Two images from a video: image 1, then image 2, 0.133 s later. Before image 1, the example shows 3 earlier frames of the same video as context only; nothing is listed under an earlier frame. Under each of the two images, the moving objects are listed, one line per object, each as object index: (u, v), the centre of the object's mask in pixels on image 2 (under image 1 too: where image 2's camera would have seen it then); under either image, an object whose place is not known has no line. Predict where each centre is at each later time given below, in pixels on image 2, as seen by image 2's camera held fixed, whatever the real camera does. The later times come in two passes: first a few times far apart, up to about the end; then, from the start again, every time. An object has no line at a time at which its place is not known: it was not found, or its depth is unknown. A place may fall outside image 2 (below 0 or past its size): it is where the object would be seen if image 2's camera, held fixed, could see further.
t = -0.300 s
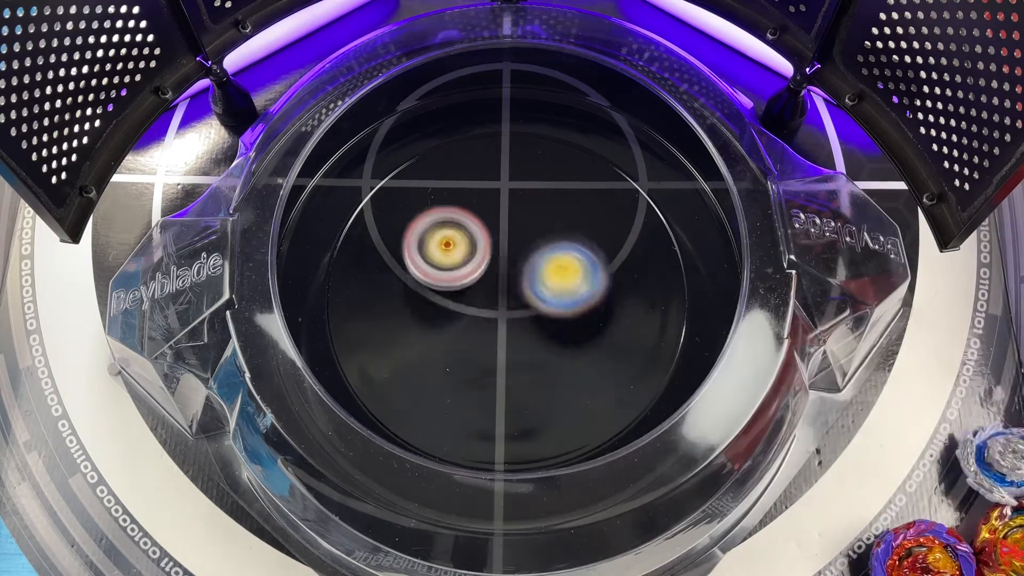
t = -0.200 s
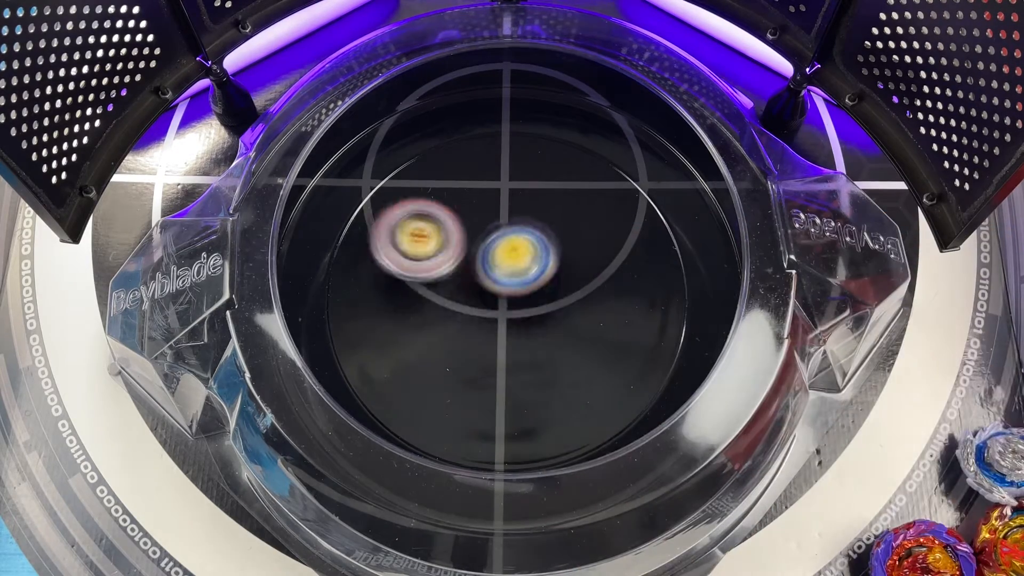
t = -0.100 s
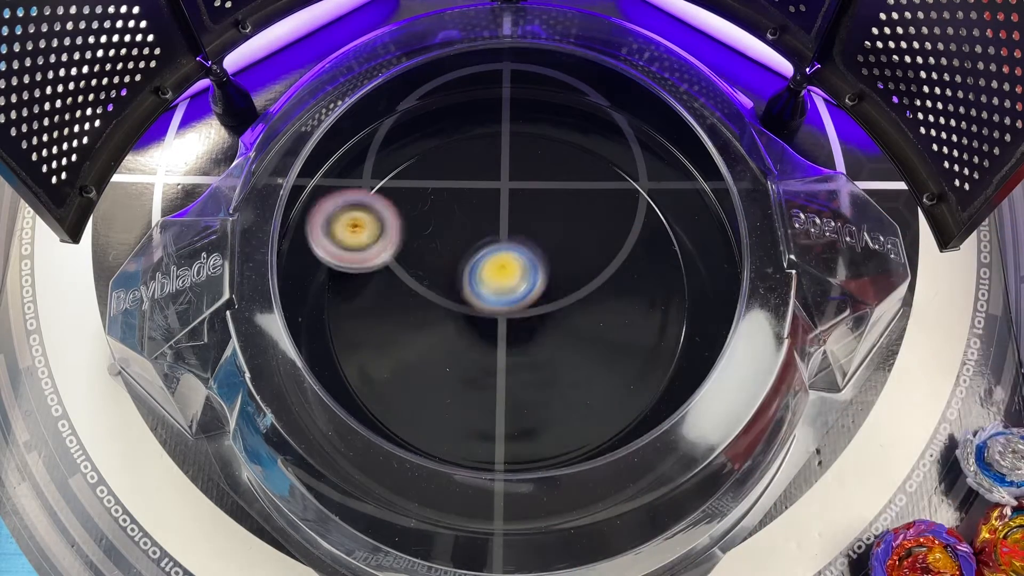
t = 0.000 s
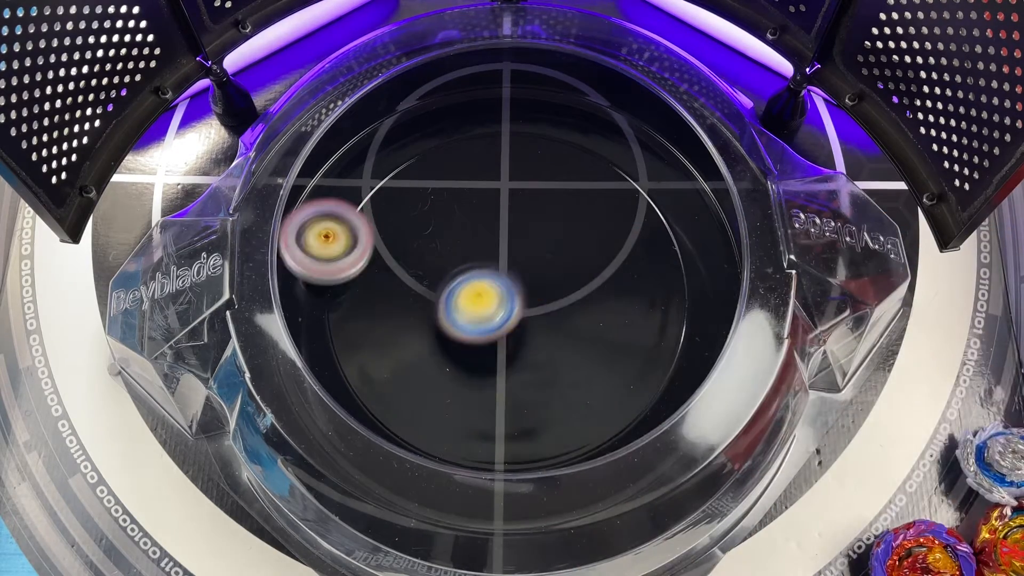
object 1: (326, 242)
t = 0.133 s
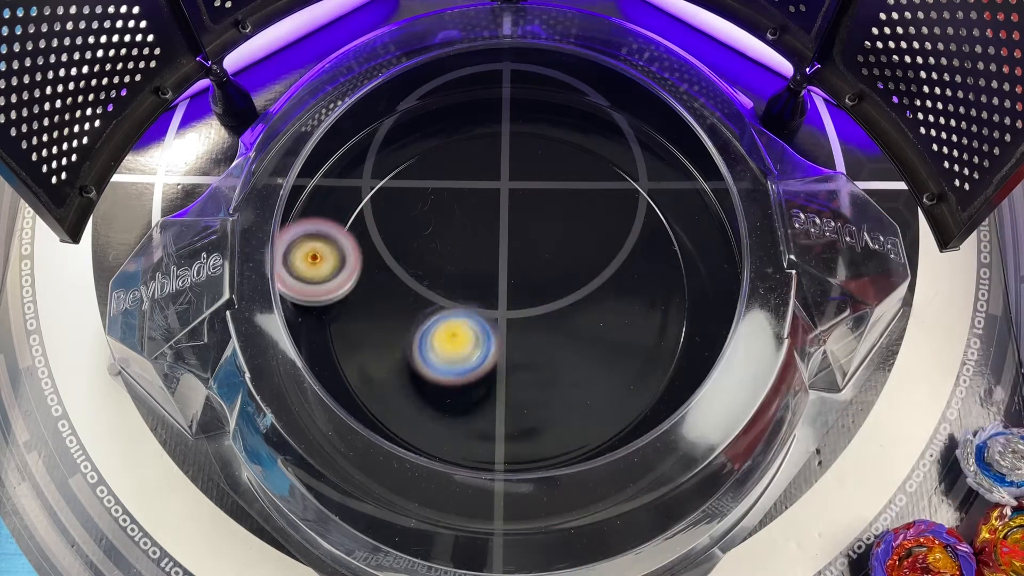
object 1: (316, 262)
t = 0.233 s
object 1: (311, 273)
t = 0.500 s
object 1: (338, 294)
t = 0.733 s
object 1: (348, 309)
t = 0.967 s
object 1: (297, 306)
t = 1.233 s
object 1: (237, 319)
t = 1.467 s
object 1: (424, 329)
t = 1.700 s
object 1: (631, 242)
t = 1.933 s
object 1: (478, 237)
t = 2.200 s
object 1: (292, 312)
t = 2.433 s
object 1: (328, 351)
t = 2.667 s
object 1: (453, 324)
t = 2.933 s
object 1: (589, 195)
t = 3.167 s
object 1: (518, 152)
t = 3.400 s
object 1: (382, 240)
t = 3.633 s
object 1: (367, 333)
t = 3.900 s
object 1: (478, 302)
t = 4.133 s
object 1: (481, 176)
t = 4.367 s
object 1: (443, 183)
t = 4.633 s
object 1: (454, 275)
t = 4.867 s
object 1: (527, 282)
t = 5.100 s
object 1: (624, 258)
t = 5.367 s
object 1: (589, 195)
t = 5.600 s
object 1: (497, 242)
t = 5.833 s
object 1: (486, 286)
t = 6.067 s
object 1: (508, 273)
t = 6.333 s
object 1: (519, 265)
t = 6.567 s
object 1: (527, 267)
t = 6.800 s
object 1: (531, 264)
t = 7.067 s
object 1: (511, 269)
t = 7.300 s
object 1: (505, 269)
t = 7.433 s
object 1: (502, 272)
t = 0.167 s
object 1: (313, 266)
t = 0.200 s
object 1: (311, 270)
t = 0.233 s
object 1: (311, 273)
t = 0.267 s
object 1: (311, 276)
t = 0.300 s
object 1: (312, 279)
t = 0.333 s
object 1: (314, 282)
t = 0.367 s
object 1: (318, 285)
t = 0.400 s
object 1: (321, 287)
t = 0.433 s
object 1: (324, 289)
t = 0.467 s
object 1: (328, 292)
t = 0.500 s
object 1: (338, 294)
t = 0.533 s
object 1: (353, 298)
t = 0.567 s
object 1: (373, 301)
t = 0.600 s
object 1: (395, 303)
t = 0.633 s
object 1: (420, 304)
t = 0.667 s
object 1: (428, 306)
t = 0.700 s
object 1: (387, 308)
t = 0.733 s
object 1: (348, 309)
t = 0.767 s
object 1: (323, 308)
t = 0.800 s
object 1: (288, 312)
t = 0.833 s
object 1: (274, 310)
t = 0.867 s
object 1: (272, 308)
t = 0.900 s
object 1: (273, 310)
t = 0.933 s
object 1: (283, 307)
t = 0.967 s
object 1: (297, 306)
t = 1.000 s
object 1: (317, 302)
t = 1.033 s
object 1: (324, 299)
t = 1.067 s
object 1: (337, 297)
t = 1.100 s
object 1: (335, 295)
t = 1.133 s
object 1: (282, 300)
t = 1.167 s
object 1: (224, 313)
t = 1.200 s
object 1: (215, 314)
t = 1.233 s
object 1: (237, 319)
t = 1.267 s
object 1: (263, 322)
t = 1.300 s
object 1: (284, 323)
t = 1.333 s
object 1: (311, 327)
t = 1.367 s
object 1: (335, 327)
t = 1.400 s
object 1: (360, 331)
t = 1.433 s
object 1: (391, 331)
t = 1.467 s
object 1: (424, 329)
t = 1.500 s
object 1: (458, 325)
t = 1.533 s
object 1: (495, 317)
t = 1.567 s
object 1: (531, 306)
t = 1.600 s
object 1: (563, 292)
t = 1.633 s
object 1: (591, 275)
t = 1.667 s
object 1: (615, 258)
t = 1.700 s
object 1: (631, 242)
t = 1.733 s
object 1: (628, 233)
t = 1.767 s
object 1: (613, 230)
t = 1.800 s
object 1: (593, 228)
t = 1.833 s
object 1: (569, 228)
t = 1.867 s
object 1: (541, 229)
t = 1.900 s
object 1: (511, 232)
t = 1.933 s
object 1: (478, 237)
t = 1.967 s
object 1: (445, 243)
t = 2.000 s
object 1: (414, 250)
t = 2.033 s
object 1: (386, 259)
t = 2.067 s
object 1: (359, 269)
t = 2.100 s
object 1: (337, 279)
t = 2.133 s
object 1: (322, 290)
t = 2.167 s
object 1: (306, 301)
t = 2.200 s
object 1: (292, 312)
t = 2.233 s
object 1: (280, 323)
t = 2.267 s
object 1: (279, 328)
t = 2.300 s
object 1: (282, 336)
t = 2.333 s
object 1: (291, 342)
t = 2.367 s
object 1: (302, 345)
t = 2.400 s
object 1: (314, 349)
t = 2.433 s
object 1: (328, 351)
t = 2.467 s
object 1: (342, 351)
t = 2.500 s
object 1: (353, 353)
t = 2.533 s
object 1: (369, 353)
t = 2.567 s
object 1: (387, 350)
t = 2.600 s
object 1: (409, 345)
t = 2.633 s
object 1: (430, 335)
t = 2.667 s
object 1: (453, 324)
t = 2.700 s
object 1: (476, 310)
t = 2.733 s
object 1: (500, 294)
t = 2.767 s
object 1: (524, 277)
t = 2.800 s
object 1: (545, 259)
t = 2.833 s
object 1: (562, 239)
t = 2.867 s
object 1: (576, 223)
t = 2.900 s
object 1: (584, 208)
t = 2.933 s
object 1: (589, 195)
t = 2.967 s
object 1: (589, 185)
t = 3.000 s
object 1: (586, 179)
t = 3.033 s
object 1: (579, 171)
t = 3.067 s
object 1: (568, 161)
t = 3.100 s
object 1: (554, 154)
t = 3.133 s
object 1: (537, 151)
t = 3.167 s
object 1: (518, 152)
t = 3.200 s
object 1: (498, 156)
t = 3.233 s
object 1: (476, 165)
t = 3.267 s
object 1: (454, 177)
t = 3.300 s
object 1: (433, 194)
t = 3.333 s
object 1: (412, 213)
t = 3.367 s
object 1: (396, 227)
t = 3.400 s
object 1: (382, 240)
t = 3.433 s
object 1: (372, 256)
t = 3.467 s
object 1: (365, 274)
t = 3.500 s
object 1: (362, 293)
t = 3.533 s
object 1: (358, 303)
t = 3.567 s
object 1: (357, 313)
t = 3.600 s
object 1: (360, 323)
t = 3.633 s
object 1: (367, 333)
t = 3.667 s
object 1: (378, 341)
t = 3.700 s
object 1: (392, 349)
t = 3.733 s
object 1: (410, 353)
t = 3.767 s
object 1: (430, 355)
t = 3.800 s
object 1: (445, 347)
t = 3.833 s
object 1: (455, 330)
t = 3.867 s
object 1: (466, 320)
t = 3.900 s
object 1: (478, 302)
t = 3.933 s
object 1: (486, 282)
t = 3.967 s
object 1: (493, 261)
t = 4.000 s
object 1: (493, 238)
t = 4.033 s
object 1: (491, 216)
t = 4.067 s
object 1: (488, 198)
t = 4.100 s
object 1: (485, 185)
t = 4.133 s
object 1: (481, 176)
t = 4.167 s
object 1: (478, 171)
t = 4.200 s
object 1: (474, 172)
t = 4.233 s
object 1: (470, 174)
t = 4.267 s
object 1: (461, 169)
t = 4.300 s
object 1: (454, 169)
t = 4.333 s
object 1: (448, 174)
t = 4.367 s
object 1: (443, 183)
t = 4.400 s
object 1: (439, 198)
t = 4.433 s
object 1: (438, 217)
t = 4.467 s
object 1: (435, 227)
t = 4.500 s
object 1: (435, 239)
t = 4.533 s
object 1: (438, 254)
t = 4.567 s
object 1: (443, 272)
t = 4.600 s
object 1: (450, 281)
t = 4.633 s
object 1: (454, 275)
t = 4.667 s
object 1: (460, 269)
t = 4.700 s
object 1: (469, 266)
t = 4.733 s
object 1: (481, 265)
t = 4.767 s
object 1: (494, 266)
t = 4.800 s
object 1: (506, 269)
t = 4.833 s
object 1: (518, 275)
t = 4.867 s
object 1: (527, 282)
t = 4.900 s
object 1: (534, 291)
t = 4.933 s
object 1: (545, 293)
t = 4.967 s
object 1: (562, 291)
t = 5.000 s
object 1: (581, 286)
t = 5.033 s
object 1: (596, 283)
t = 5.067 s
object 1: (609, 278)
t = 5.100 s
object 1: (624, 258)
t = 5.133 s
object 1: (633, 239)
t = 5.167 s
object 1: (639, 223)
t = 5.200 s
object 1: (639, 209)
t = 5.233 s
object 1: (636, 199)
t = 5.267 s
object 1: (628, 194)
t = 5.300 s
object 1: (619, 190)
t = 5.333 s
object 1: (605, 191)
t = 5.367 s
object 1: (589, 195)
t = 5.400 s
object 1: (572, 202)
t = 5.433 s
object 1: (552, 211)
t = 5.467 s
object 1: (530, 222)
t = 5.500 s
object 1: (518, 230)
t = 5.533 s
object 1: (511, 231)
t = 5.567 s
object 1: (503, 235)
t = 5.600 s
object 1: (497, 242)
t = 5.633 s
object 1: (490, 249)
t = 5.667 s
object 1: (484, 258)
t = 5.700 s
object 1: (479, 268)
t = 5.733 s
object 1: (477, 276)
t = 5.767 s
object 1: (477, 282)
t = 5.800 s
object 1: (482, 286)
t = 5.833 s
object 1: (486, 286)
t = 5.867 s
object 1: (489, 286)
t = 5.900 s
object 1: (494, 285)
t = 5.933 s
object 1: (497, 281)
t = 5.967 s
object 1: (501, 280)
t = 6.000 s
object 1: (504, 277)
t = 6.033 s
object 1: (505, 275)
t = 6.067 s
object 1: (508, 273)
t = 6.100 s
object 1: (509, 269)
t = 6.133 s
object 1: (511, 267)
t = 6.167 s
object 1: (514, 265)
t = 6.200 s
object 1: (516, 262)
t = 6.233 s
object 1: (517, 262)
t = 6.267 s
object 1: (519, 262)
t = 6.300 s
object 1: (519, 263)
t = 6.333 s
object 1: (519, 265)
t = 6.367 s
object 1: (520, 266)
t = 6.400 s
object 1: (522, 267)
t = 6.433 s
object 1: (525, 266)
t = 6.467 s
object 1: (526, 265)
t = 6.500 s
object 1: (526, 266)
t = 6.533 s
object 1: (527, 266)
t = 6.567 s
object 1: (527, 267)
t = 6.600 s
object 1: (527, 267)
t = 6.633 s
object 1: (527, 267)
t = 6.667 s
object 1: (528, 268)
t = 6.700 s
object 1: (526, 267)
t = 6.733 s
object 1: (525, 267)
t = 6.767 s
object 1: (530, 265)
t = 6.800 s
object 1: (531, 264)
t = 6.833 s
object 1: (530, 265)
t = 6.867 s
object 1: (528, 264)
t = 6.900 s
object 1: (525, 266)
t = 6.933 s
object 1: (522, 266)
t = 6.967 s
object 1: (518, 267)
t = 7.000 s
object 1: (516, 267)
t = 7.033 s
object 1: (513, 268)
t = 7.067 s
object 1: (511, 269)
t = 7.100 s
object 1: (508, 270)
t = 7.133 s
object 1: (511, 269)
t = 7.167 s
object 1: (511, 268)
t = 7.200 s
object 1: (512, 270)
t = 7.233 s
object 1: (509, 269)
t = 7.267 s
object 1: (508, 270)
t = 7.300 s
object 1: (505, 269)
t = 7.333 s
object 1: (502, 272)
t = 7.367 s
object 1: (502, 271)
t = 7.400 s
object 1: (501, 272)
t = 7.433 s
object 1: (502, 272)
